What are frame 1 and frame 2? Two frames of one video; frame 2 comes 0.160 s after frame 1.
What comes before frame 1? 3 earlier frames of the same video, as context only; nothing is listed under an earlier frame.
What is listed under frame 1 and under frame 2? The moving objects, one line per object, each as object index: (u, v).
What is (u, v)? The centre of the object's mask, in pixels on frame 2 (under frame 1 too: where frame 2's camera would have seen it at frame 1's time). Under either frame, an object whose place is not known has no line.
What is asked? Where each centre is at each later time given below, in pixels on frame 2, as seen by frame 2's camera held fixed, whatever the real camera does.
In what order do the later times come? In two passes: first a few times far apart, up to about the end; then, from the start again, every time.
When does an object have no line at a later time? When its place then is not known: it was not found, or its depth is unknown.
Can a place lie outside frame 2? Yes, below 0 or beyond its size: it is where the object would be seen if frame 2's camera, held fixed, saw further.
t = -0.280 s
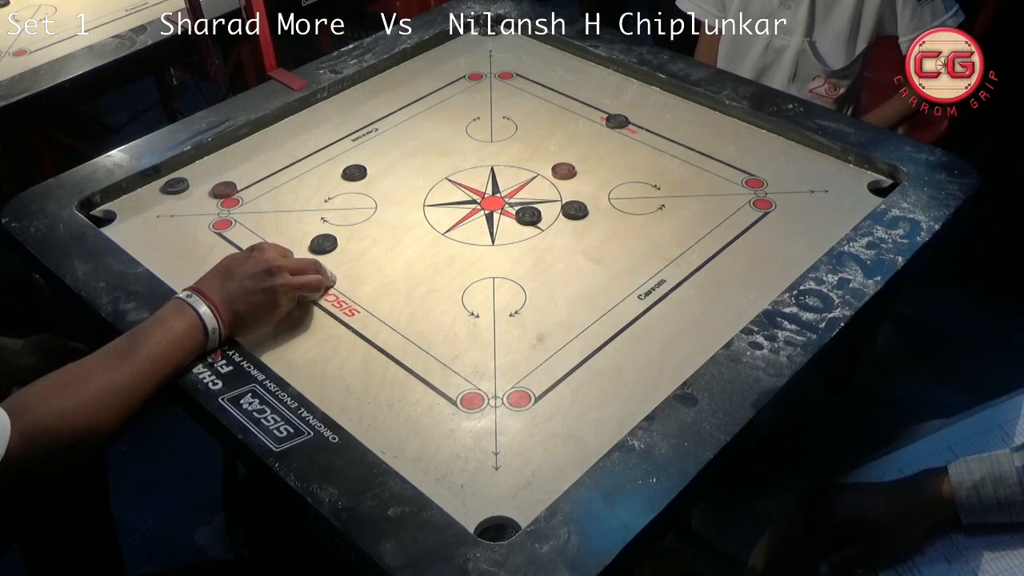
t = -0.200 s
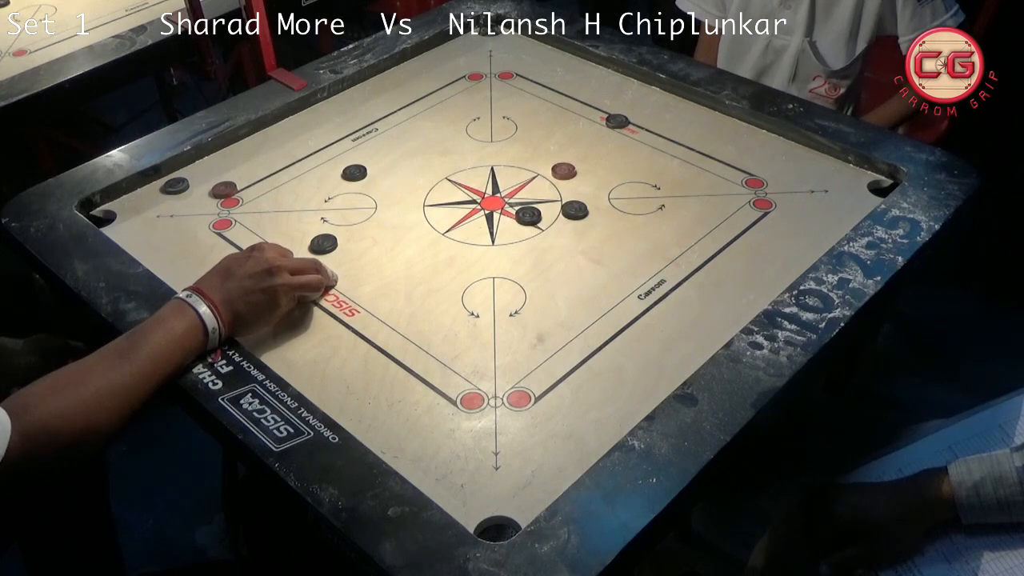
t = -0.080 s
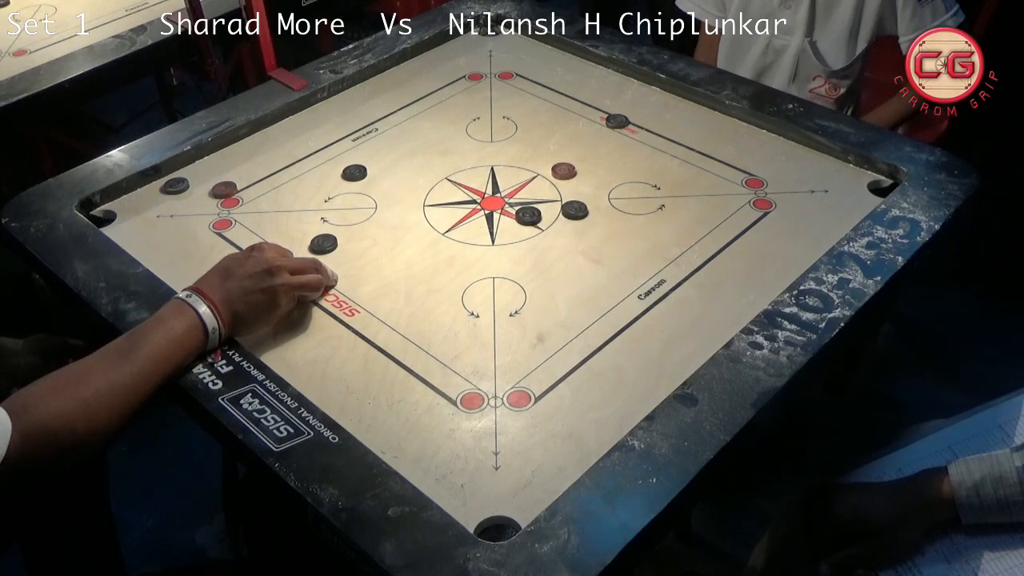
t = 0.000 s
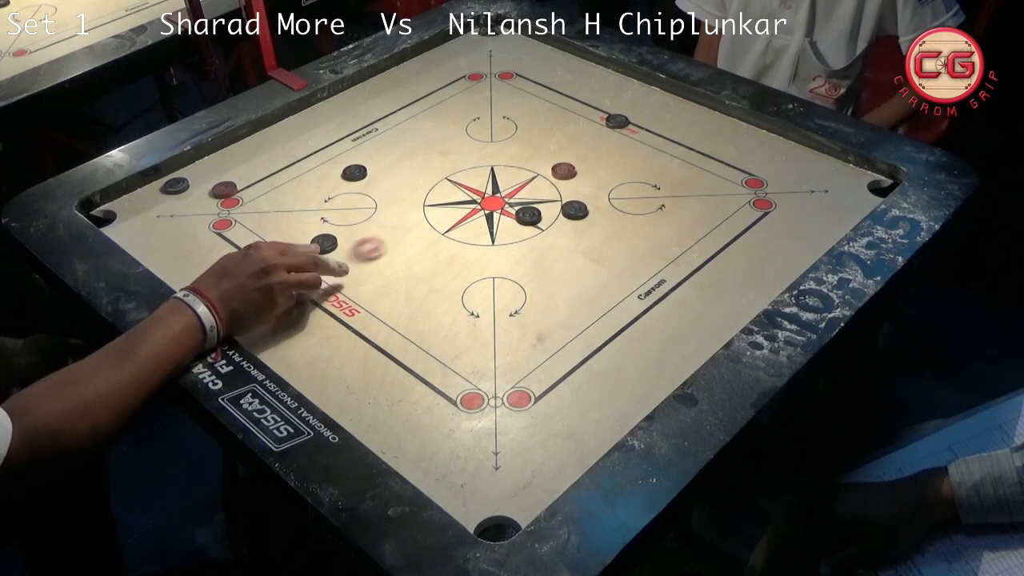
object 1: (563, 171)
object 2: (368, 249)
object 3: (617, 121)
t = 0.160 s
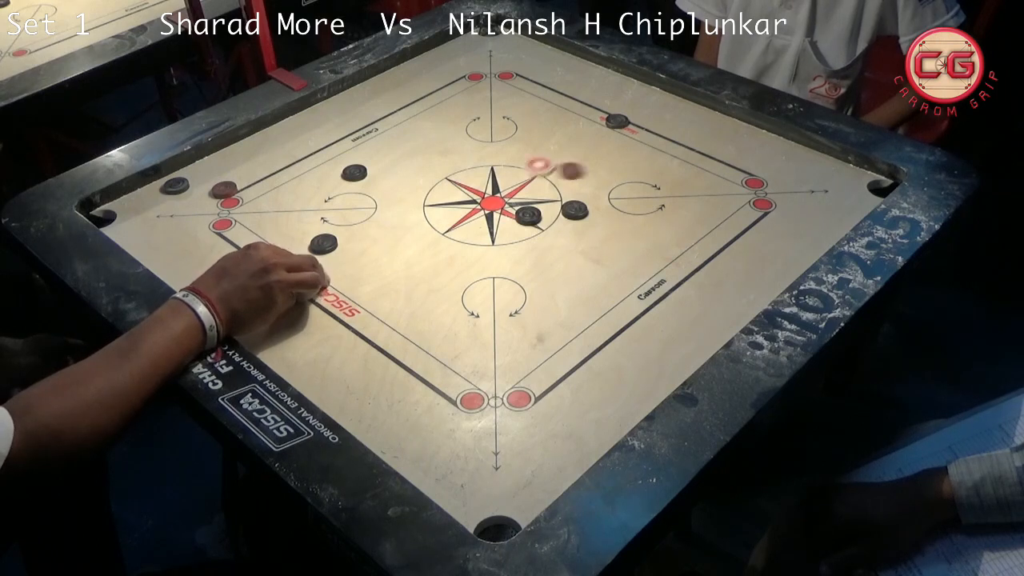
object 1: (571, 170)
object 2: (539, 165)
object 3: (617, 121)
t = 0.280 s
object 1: (697, 168)
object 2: (593, 119)
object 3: (622, 120)
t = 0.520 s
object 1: (845, 187)
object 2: (581, 81)
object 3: (697, 127)
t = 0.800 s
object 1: (836, 222)
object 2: (503, 91)
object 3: (692, 145)
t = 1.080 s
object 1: (834, 222)
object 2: (483, 92)
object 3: (692, 145)
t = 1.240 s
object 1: (834, 222)
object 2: (483, 92)
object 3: (692, 145)
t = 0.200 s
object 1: (614, 169)
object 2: (560, 147)
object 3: (617, 121)
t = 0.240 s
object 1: (658, 169)
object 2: (578, 133)
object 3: (617, 121)
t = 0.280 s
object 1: (697, 168)
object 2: (593, 119)
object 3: (622, 120)
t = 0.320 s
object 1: (735, 166)
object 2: (599, 107)
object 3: (646, 117)
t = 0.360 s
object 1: (771, 166)
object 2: (605, 96)
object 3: (670, 114)
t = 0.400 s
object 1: (804, 165)
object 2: (610, 85)
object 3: (690, 112)
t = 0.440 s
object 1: (835, 164)
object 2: (614, 77)
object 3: (701, 113)
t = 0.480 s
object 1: (841, 176)
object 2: (597, 78)
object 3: (699, 120)
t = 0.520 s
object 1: (845, 187)
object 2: (581, 81)
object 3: (697, 127)
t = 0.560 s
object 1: (848, 198)
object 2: (567, 83)
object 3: (696, 132)
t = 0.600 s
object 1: (851, 208)
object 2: (552, 84)
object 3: (694, 137)
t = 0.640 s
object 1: (851, 215)
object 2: (540, 86)
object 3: (693, 141)
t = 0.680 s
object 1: (849, 219)
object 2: (529, 87)
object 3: (693, 143)
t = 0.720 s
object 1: (844, 221)
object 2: (519, 88)
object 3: (692, 144)
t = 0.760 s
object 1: (839, 221)
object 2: (510, 90)
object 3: (692, 145)
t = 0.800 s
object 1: (836, 222)
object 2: (503, 91)
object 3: (692, 145)
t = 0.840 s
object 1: (834, 222)
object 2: (497, 91)
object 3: (692, 145)
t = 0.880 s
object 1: (834, 222)
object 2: (492, 91)
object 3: (692, 145)
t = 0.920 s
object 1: (834, 222)
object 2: (488, 92)
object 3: (692, 145)
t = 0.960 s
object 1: (834, 222)
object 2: (486, 92)
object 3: (692, 145)
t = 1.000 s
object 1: (834, 222)
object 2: (484, 92)
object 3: (692, 145)
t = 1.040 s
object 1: (834, 222)
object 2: (483, 92)
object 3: (692, 145)
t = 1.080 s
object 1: (834, 222)
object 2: (483, 92)
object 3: (692, 145)
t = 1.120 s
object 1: (834, 222)
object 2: (483, 92)
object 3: (692, 145)
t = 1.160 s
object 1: (834, 222)
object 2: (483, 92)
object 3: (692, 145)
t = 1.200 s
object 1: (834, 222)
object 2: (483, 92)
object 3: (692, 145)
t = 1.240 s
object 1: (834, 222)
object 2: (483, 92)
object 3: (692, 145)
